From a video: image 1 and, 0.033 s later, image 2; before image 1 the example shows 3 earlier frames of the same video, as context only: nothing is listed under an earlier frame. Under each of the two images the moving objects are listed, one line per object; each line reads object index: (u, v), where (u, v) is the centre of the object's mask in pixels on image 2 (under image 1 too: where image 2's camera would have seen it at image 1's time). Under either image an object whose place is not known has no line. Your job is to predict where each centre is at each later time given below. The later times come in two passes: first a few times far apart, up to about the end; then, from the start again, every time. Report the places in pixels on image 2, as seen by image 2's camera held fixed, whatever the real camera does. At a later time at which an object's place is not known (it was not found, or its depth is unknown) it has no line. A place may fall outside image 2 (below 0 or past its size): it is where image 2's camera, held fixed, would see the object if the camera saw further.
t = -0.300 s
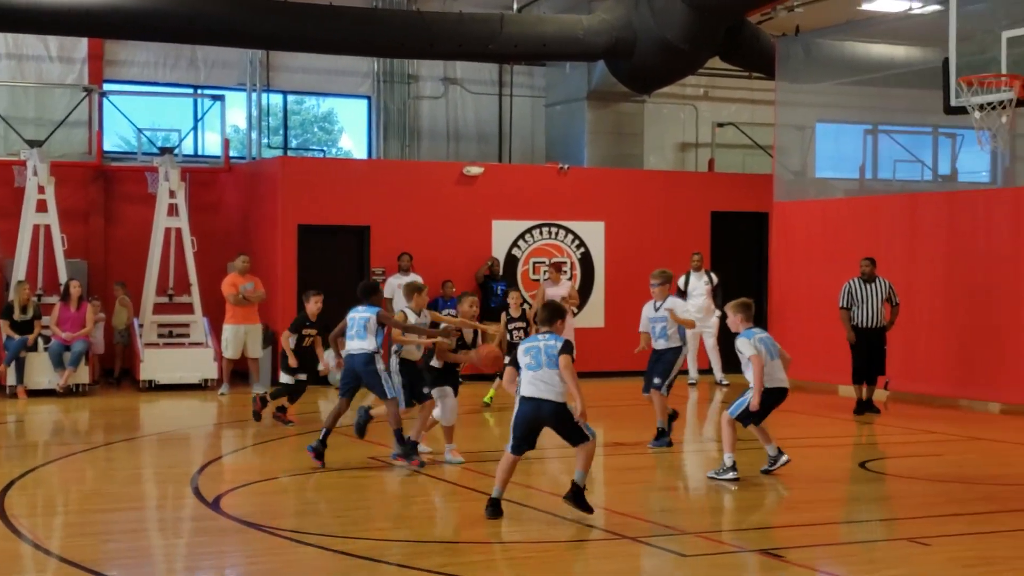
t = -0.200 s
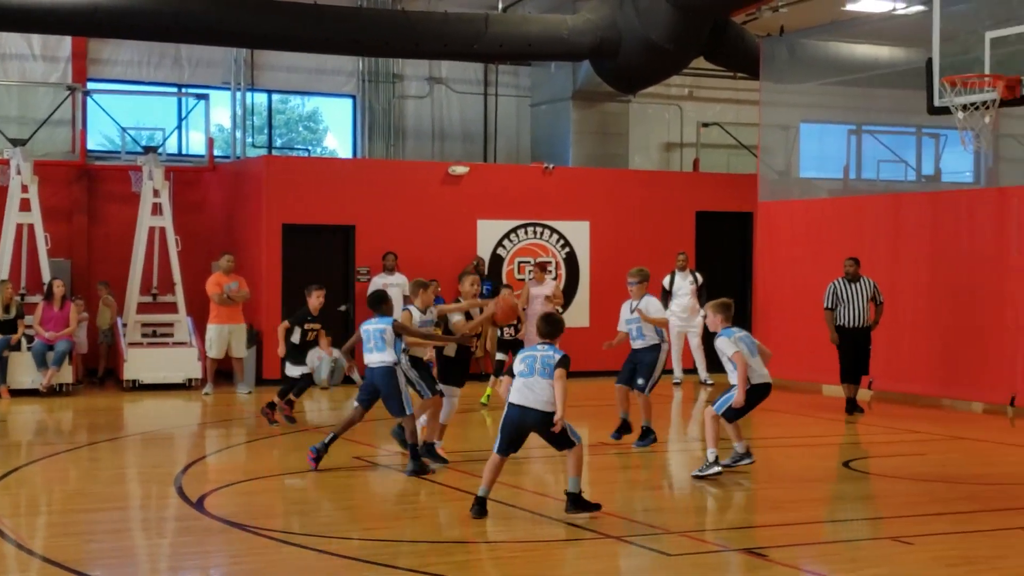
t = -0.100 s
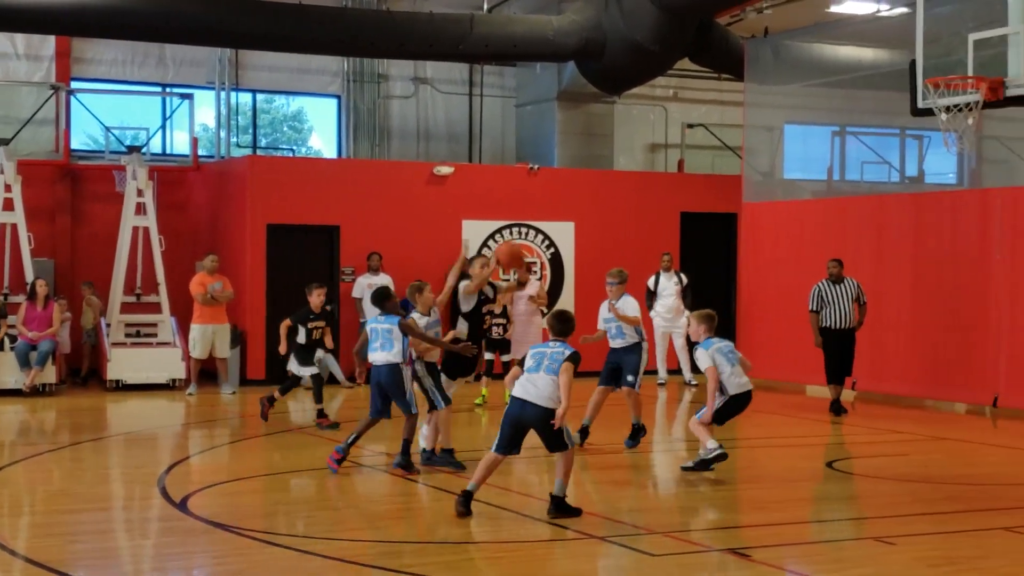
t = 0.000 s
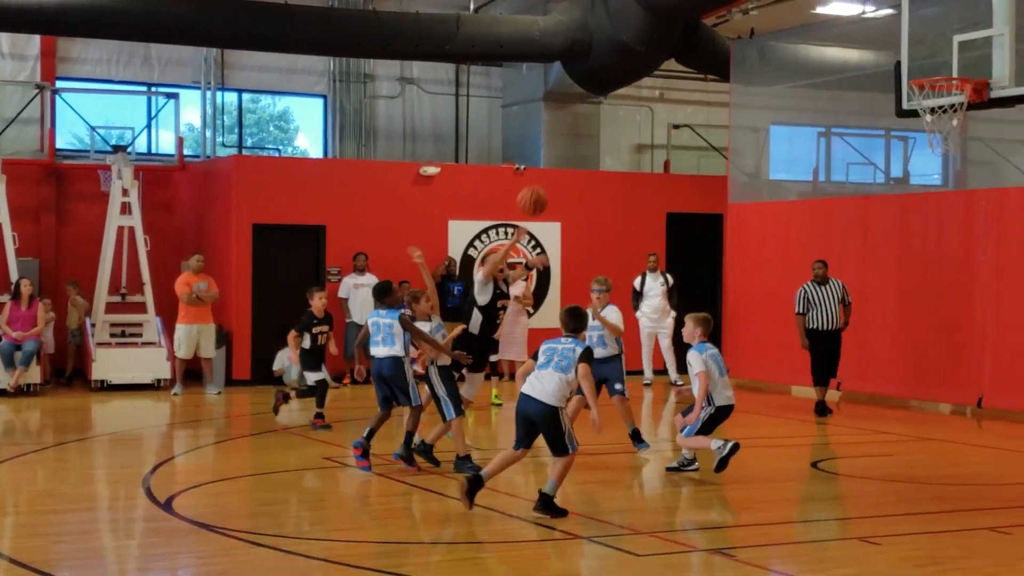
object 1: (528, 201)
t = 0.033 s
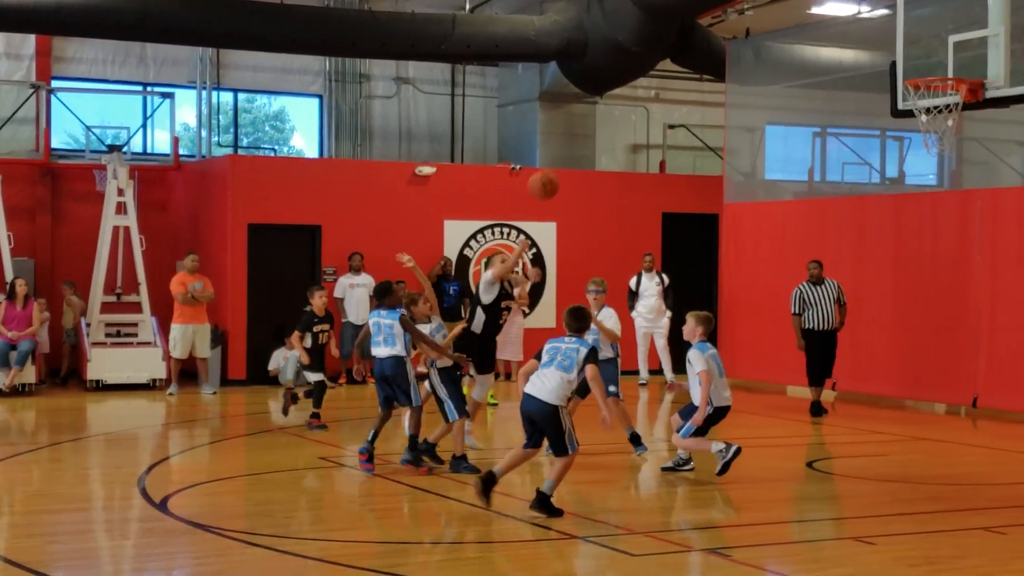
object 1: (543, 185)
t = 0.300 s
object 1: (684, 98)
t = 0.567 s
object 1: (860, 104)
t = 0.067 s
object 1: (559, 170)
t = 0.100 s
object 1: (576, 156)
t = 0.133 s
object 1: (592, 143)
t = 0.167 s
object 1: (609, 132)
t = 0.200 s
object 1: (627, 122)
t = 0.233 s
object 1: (645, 112)
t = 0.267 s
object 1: (664, 104)
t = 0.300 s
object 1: (684, 98)
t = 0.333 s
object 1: (704, 93)
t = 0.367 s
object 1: (724, 89)
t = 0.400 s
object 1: (745, 87)
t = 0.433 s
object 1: (766, 87)
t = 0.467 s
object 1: (788, 88)
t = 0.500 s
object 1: (811, 92)
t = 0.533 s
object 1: (834, 97)
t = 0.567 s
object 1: (860, 104)
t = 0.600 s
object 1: (885, 113)
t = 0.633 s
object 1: (911, 125)
